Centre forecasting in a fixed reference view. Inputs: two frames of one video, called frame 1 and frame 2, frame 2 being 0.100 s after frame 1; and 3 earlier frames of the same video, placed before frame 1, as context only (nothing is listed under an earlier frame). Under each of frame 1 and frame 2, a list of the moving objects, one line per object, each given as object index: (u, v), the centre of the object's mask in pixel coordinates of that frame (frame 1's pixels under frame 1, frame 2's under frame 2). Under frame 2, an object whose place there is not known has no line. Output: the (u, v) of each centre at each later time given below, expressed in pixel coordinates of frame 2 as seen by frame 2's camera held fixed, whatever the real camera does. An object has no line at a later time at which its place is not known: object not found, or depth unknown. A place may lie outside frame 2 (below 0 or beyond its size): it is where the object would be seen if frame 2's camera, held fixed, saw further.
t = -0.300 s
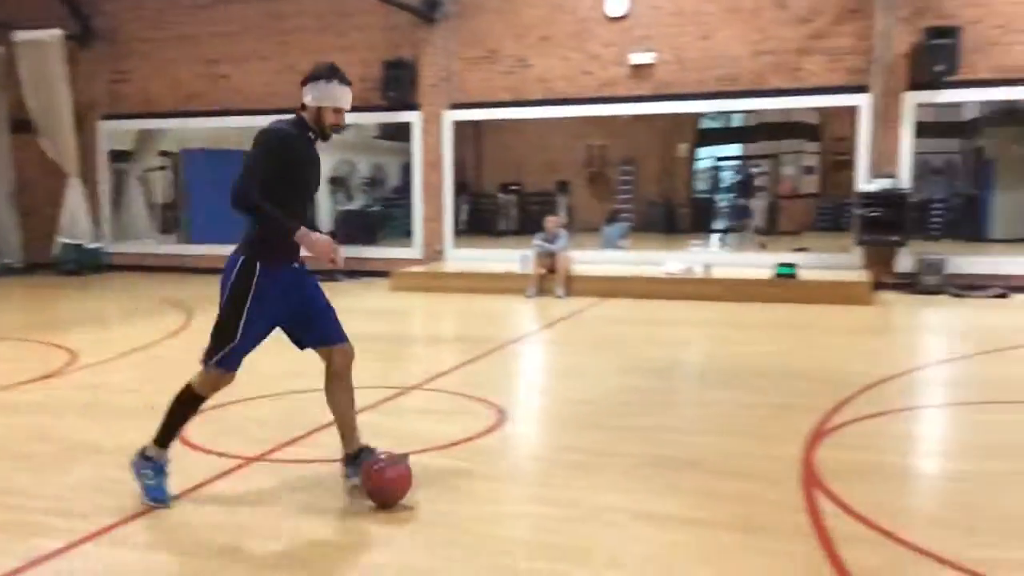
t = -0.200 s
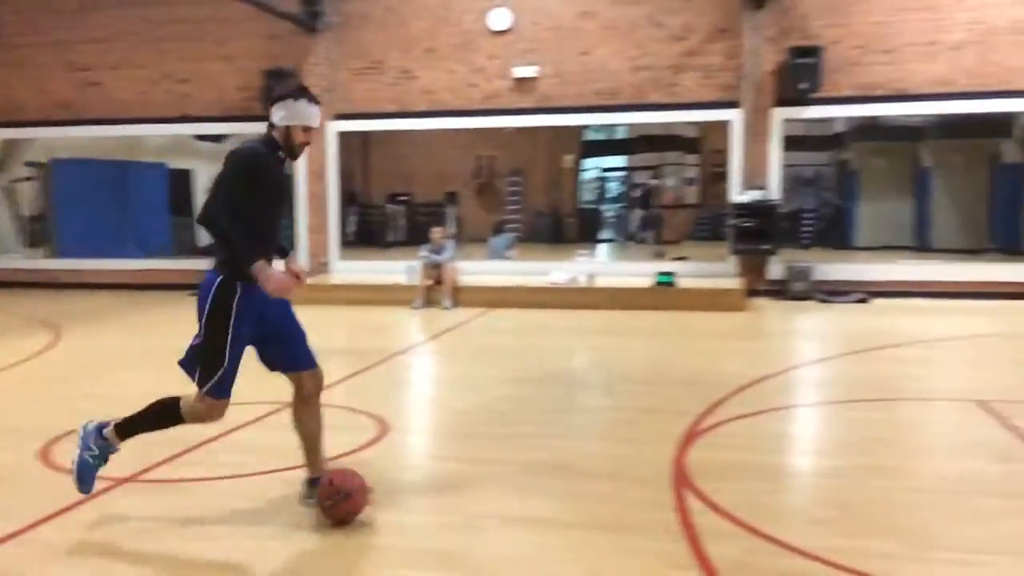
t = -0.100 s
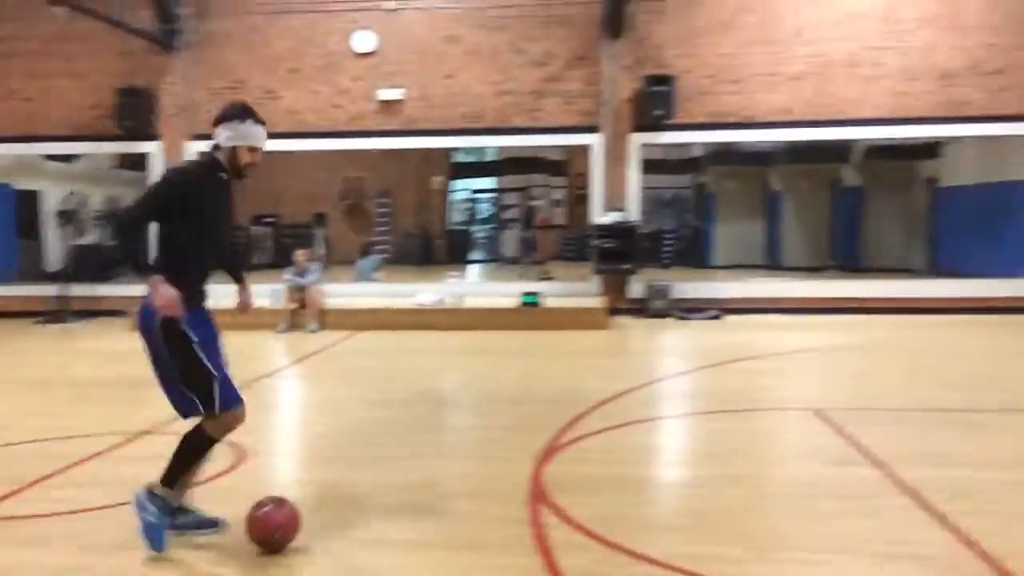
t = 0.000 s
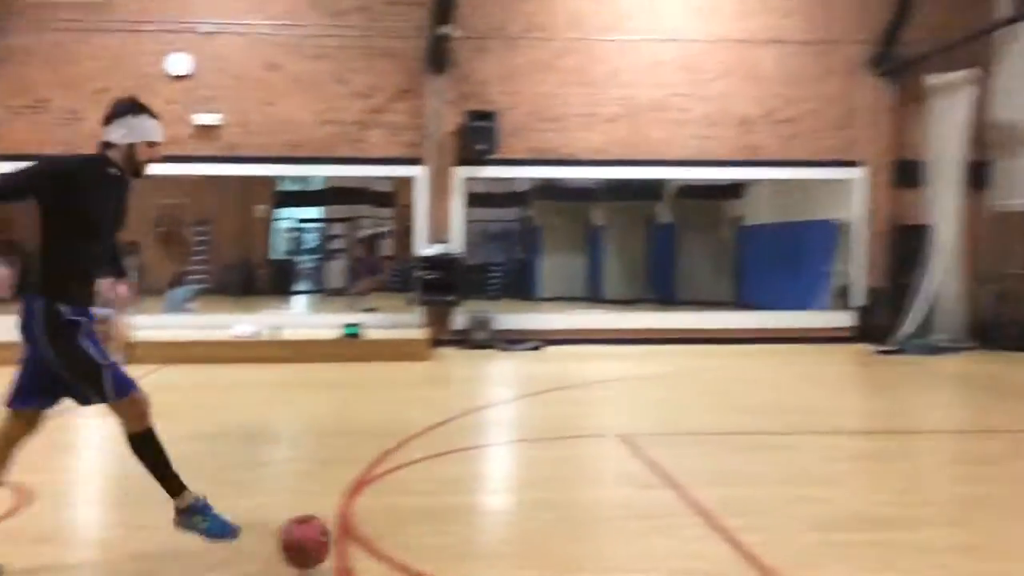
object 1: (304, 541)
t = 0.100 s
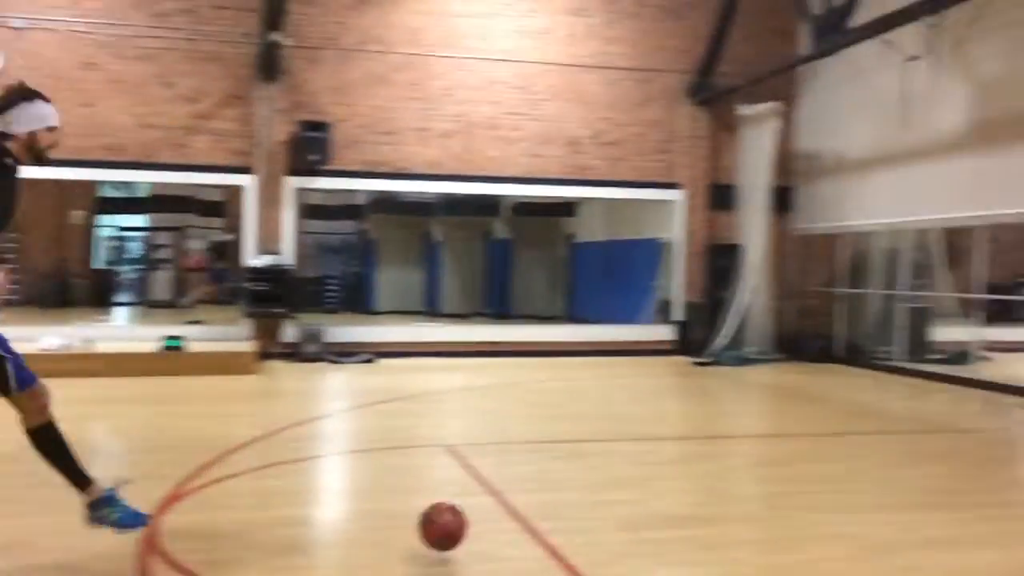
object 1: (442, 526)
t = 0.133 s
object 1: (534, 521)
